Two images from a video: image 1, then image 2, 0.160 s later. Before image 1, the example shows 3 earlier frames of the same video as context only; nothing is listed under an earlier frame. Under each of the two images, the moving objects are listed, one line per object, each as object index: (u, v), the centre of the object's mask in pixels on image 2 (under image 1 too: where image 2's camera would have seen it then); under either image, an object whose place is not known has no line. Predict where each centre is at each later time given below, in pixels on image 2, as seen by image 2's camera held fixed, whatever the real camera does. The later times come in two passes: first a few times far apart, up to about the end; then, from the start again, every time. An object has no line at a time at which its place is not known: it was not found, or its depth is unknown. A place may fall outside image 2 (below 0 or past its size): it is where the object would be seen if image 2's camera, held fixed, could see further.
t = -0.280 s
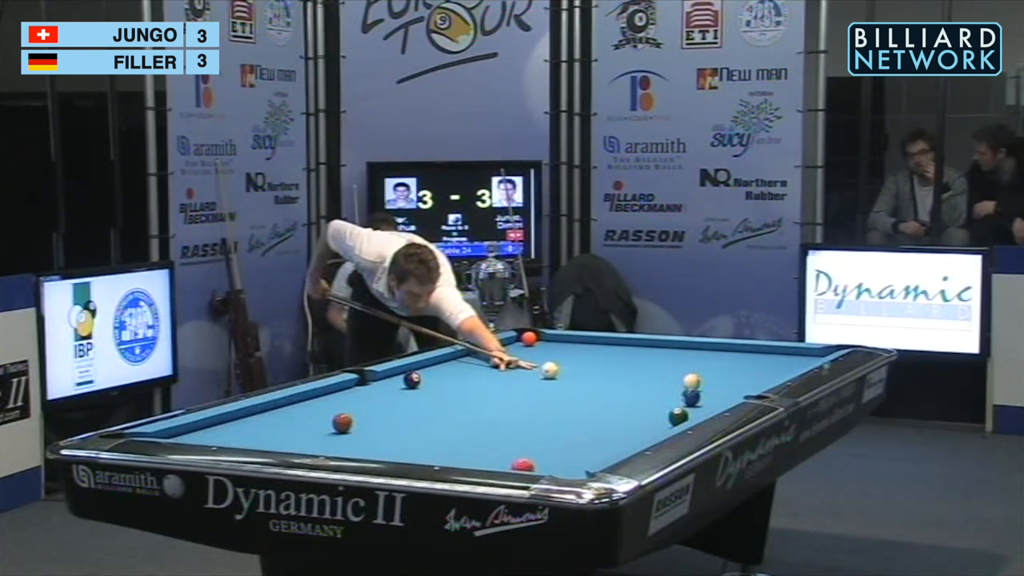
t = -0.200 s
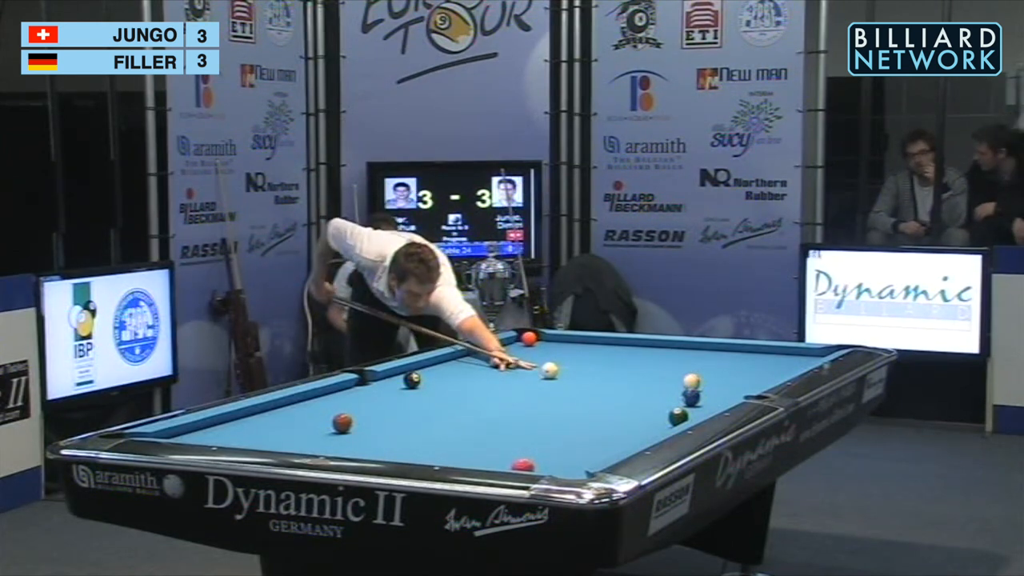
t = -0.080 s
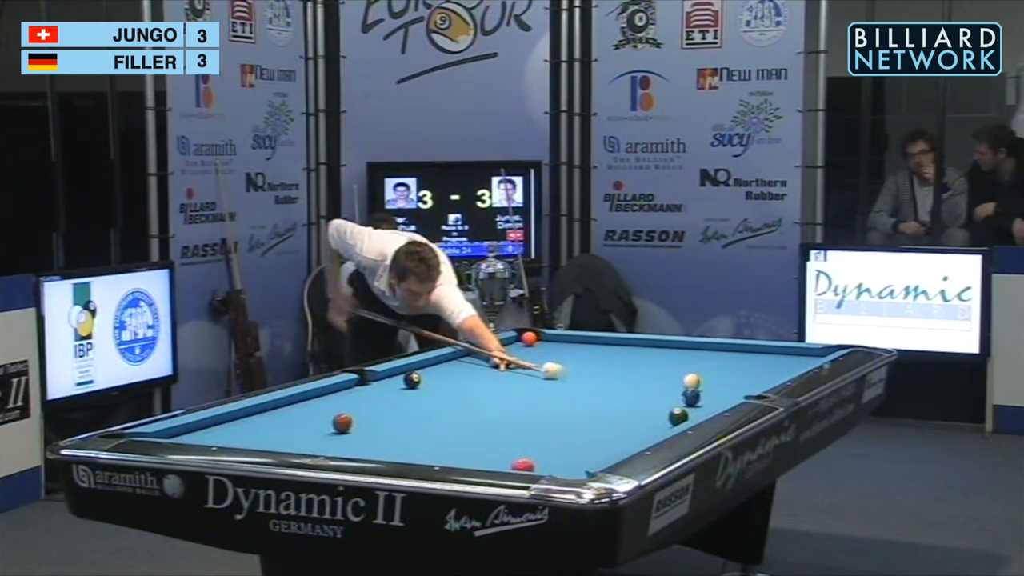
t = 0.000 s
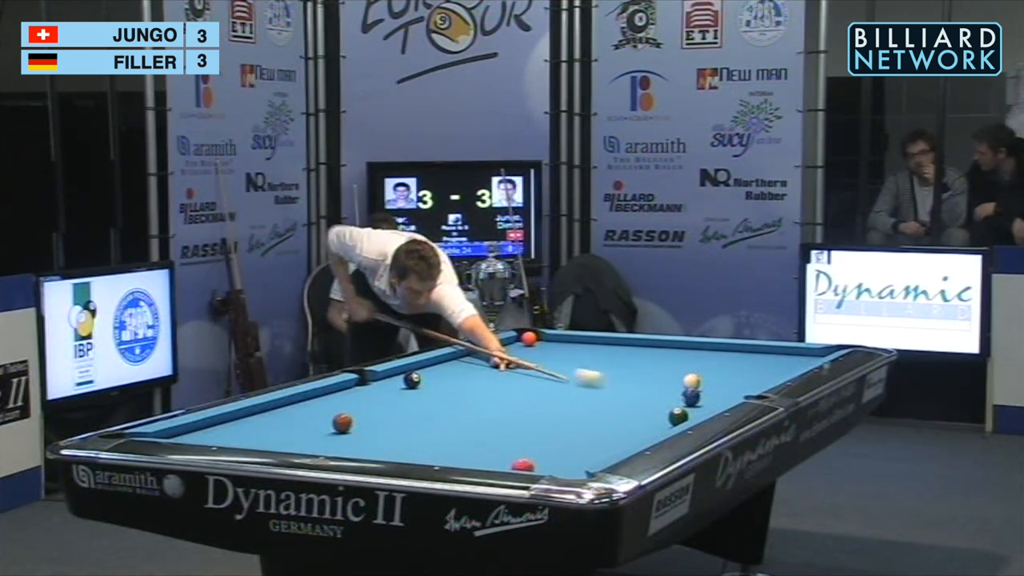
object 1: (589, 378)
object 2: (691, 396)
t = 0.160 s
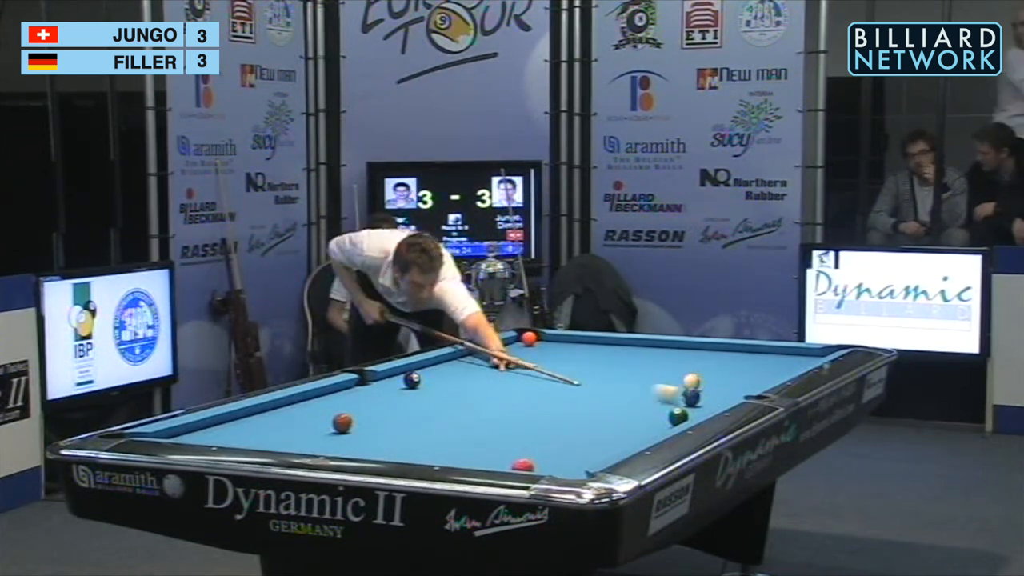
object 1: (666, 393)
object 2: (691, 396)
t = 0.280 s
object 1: (664, 398)
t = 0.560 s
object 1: (641, 407)
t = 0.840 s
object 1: (619, 415)
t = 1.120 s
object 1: (596, 423)
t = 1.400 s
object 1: (573, 432)
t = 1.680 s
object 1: (550, 441)
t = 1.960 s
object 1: (528, 449)
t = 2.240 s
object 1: (504, 457)
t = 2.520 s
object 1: (483, 462)
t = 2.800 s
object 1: (483, 460)
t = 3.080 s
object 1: (485, 458)
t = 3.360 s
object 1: (488, 455)
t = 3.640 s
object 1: (491, 452)
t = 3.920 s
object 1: (494, 448)
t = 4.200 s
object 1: (497, 446)
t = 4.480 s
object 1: (499, 444)
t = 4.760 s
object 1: (501, 442)
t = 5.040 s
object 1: (503, 441)
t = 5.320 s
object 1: (505, 440)
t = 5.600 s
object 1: (507, 440)
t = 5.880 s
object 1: (506, 440)
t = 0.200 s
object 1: (671, 396)
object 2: (705, 399)
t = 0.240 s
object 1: (668, 397)
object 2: (728, 398)
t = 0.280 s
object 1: (664, 398)
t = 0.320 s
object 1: (661, 399)
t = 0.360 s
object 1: (658, 401)
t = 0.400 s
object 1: (654, 402)
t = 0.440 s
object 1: (651, 403)
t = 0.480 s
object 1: (648, 404)
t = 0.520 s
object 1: (645, 405)
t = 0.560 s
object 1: (641, 407)
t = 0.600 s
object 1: (639, 408)
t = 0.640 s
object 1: (636, 409)
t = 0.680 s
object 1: (632, 410)
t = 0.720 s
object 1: (628, 411)
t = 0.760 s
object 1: (625, 412)
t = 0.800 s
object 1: (622, 414)
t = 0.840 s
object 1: (619, 415)
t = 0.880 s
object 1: (616, 416)
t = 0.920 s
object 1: (612, 417)
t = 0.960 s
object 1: (609, 418)
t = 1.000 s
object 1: (606, 420)
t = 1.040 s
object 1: (602, 421)
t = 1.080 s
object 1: (599, 422)
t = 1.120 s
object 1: (596, 423)
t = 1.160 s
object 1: (593, 424)
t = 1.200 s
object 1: (589, 426)
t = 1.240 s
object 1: (586, 427)
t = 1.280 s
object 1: (583, 428)
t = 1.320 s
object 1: (580, 429)
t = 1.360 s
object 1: (576, 431)
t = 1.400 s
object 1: (573, 432)
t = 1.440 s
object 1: (570, 433)
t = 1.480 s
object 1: (566, 435)
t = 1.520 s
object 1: (563, 436)
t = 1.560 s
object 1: (559, 437)
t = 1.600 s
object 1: (557, 438)
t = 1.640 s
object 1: (553, 440)
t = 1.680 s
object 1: (550, 441)
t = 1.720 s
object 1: (547, 442)
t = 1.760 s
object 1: (544, 443)
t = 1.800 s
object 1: (540, 444)
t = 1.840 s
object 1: (537, 446)
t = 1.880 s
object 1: (533, 447)
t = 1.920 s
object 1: (531, 448)
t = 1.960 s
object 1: (528, 449)
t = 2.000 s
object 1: (524, 449)
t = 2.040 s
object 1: (520, 450)
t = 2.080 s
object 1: (517, 451)
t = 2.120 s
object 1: (513, 453)
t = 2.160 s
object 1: (510, 454)
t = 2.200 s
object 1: (507, 456)
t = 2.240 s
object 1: (504, 457)
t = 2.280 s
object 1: (501, 458)
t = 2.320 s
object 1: (498, 459)
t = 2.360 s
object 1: (495, 459)
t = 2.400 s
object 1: (492, 460)
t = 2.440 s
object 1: (489, 461)
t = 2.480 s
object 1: (486, 461)
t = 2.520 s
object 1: (483, 462)
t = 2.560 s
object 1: (480, 462)
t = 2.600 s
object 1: (480, 462)
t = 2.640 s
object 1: (480, 462)
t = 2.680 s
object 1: (481, 461)
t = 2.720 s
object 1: (481, 461)
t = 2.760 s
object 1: (482, 460)
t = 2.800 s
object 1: (483, 460)
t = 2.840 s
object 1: (483, 460)
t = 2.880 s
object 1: (483, 459)
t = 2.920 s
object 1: (484, 459)
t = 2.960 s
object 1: (484, 459)
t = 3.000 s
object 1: (484, 458)
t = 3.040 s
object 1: (485, 458)
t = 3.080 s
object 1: (485, 458)
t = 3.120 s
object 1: (486, 457)
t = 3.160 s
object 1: (486, 457)
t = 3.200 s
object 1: (487, 457)
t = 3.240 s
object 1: (487, 456)
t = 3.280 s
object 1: (488, 456)
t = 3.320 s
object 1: (488, 456)
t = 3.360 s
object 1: (488, 455)
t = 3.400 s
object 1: (488, 455)
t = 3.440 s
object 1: (489, 454)
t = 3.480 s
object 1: (489, 454)
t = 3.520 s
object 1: (490, 453)
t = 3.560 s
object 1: (490, 453)
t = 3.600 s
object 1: (491, 452)
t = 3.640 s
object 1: (491, 452)
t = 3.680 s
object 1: (491, 451)
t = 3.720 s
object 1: (492, 451)
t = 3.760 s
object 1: (493, 450)
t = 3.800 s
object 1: (493, 450)
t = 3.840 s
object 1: (493, 449)
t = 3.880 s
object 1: (494, 449)
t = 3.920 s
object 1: (494, 448)
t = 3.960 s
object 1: (495, 448)
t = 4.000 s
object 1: (495, 447)
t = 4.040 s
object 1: (496, 447)
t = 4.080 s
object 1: (496, 447)
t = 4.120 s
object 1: (496, 446)
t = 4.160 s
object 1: (497, 446)
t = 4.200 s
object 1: (497, 446)
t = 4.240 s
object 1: (498, 445)
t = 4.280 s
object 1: (498, 445)
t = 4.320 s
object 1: (498, 445)
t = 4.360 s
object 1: (499, 444)
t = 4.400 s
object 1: (499, 444)
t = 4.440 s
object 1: (499, 444)
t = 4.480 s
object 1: (499, 444)
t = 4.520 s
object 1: (499, 444)
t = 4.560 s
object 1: (500, 443)
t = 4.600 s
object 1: (500, 443)
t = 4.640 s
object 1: (500, 443)
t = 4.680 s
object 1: (501, 443)
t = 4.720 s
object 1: (501, 442)
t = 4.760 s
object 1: (501, 442)
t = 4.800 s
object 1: (501, 442)
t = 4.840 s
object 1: (502, 442)
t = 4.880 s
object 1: (502, 441)
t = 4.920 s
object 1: (502, 441)
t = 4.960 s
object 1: (503, 441)
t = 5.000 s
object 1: (503, 441)
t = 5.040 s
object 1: (503, 441)
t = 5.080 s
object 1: (504, 441)
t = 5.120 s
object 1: (504, 441)
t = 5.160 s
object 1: (504, 441)
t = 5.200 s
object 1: (505, 440)
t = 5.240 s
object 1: (505, 440)
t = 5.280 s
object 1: (505, 440)
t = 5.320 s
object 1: (505, 440)
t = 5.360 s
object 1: (506, 440)
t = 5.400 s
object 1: (506, 440)
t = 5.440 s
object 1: (506, 440)
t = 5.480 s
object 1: (506, 440)
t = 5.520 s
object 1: (506, 440)
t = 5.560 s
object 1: (507, 440)
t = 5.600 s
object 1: (507, 440)
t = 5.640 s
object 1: (507, 440)
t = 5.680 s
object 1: (507, 440)
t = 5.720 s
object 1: (507, 440)
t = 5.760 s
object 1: (507, 440)
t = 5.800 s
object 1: (507, 440)
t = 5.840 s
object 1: (507, 440)
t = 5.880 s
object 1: (506, 440)
